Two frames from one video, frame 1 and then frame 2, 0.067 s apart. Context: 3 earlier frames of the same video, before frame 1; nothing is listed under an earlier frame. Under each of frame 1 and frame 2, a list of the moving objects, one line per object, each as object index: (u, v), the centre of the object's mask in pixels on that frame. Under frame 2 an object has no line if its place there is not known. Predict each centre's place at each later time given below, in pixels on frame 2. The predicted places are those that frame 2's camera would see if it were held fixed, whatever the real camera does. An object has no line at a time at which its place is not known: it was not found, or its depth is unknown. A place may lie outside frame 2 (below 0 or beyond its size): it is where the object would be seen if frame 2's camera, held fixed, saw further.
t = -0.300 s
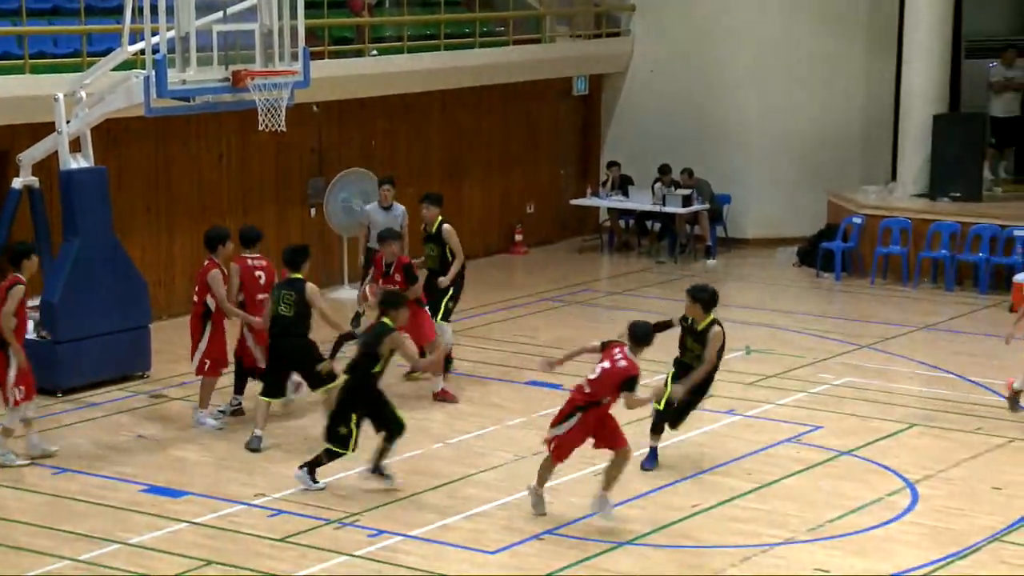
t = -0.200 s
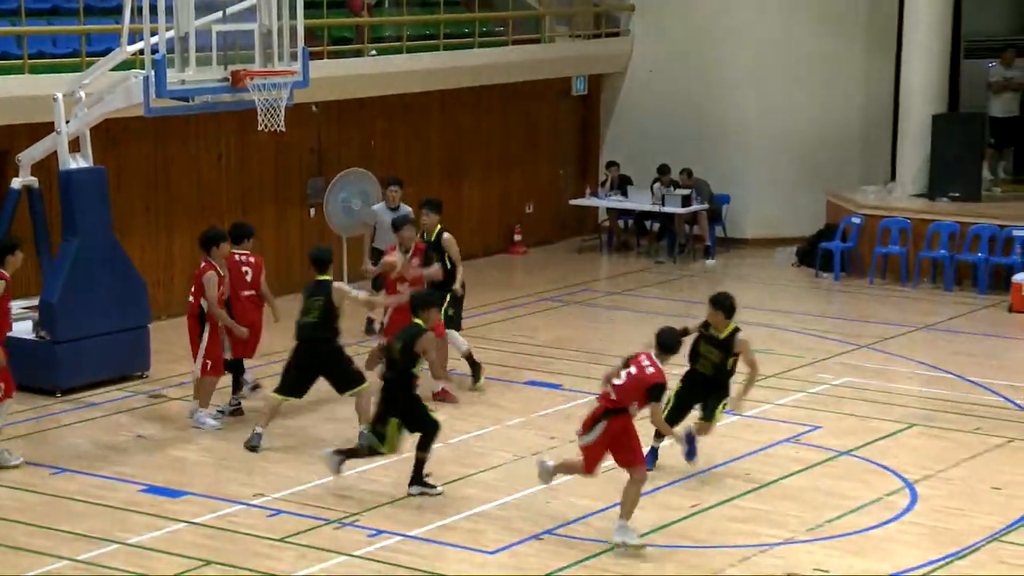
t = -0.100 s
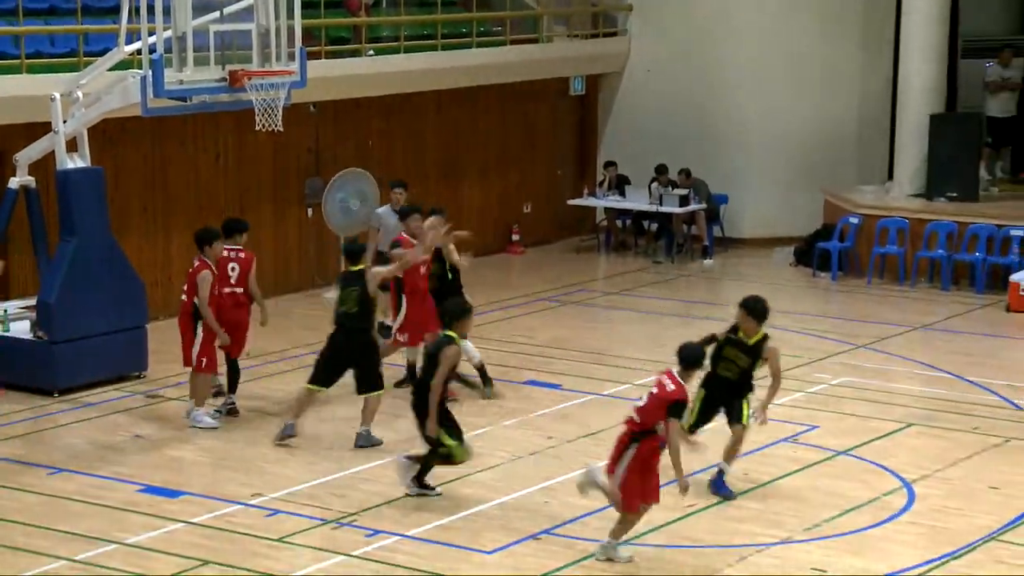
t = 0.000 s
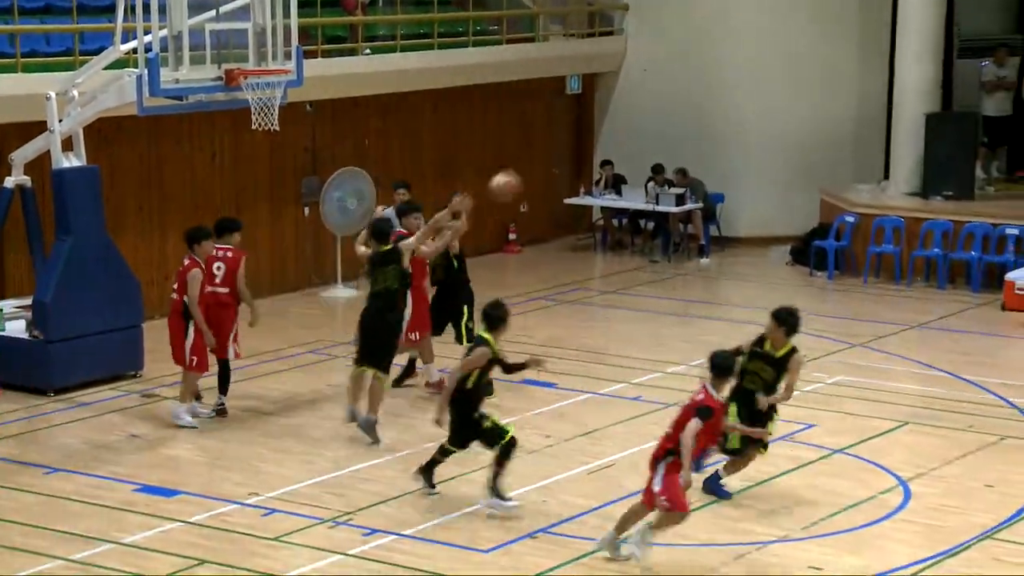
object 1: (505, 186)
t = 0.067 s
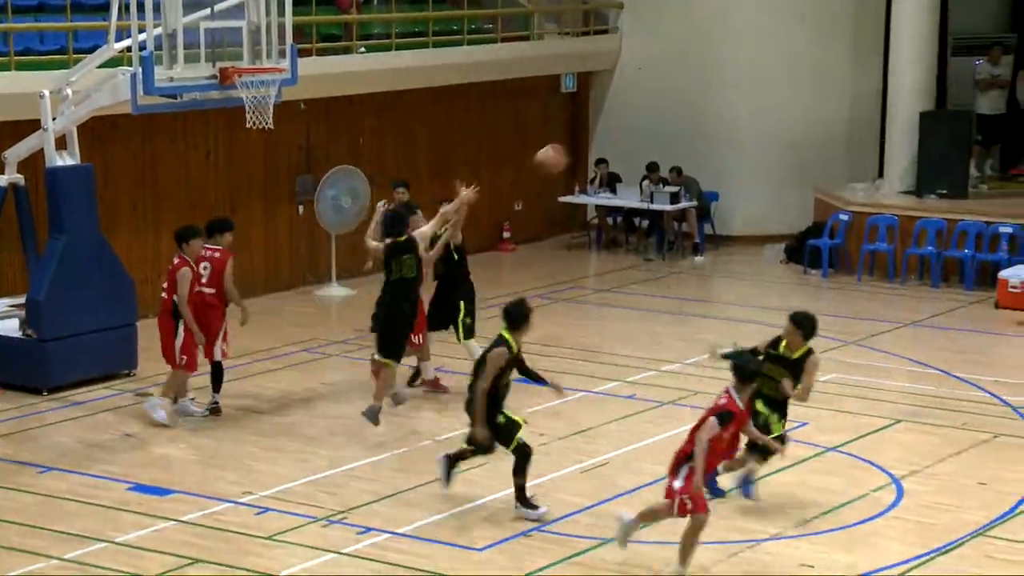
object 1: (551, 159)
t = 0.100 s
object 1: (579, 148)
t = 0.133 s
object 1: (606, 137)
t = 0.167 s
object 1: (636, 127)
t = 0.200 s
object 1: (664, 118)
